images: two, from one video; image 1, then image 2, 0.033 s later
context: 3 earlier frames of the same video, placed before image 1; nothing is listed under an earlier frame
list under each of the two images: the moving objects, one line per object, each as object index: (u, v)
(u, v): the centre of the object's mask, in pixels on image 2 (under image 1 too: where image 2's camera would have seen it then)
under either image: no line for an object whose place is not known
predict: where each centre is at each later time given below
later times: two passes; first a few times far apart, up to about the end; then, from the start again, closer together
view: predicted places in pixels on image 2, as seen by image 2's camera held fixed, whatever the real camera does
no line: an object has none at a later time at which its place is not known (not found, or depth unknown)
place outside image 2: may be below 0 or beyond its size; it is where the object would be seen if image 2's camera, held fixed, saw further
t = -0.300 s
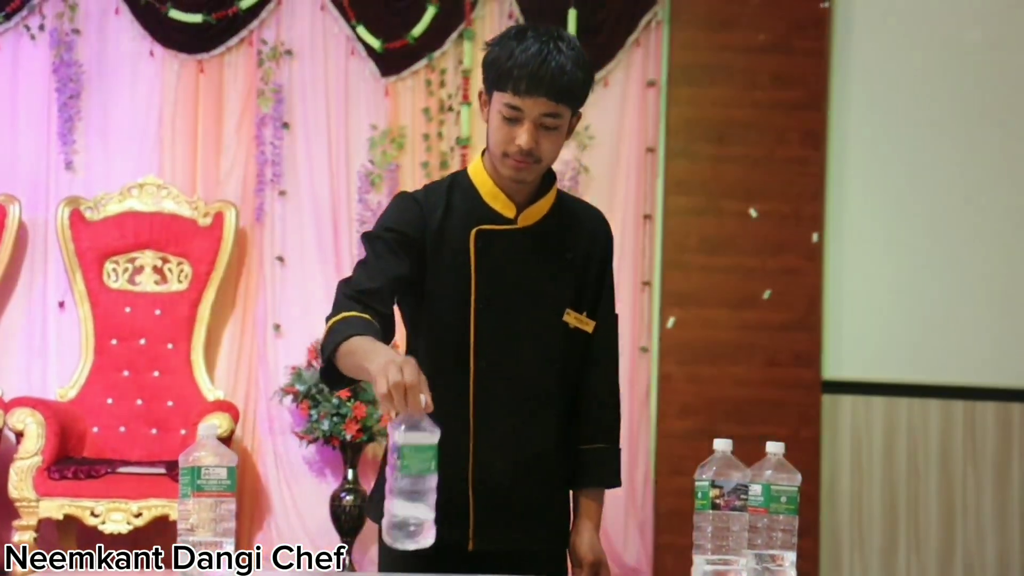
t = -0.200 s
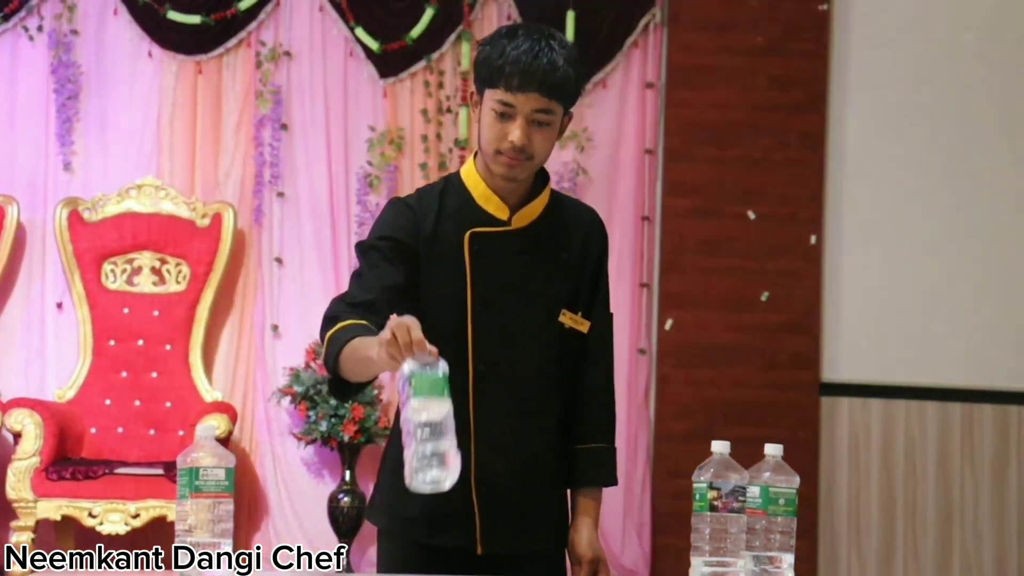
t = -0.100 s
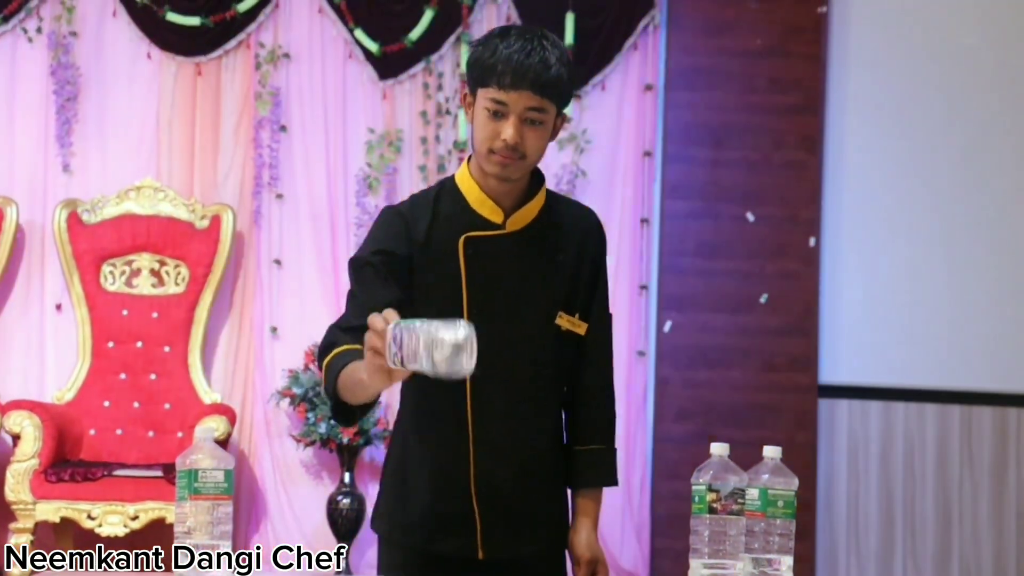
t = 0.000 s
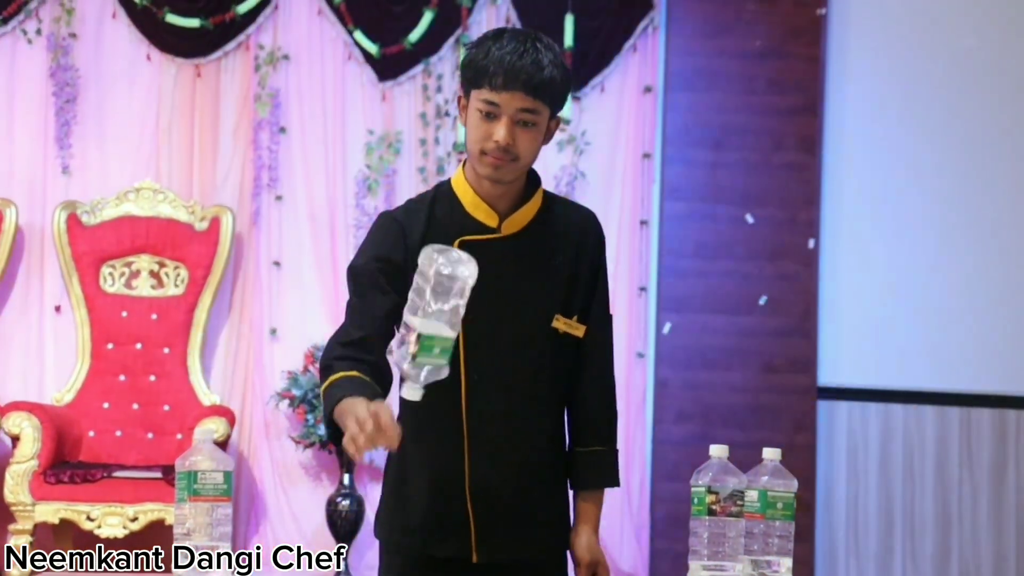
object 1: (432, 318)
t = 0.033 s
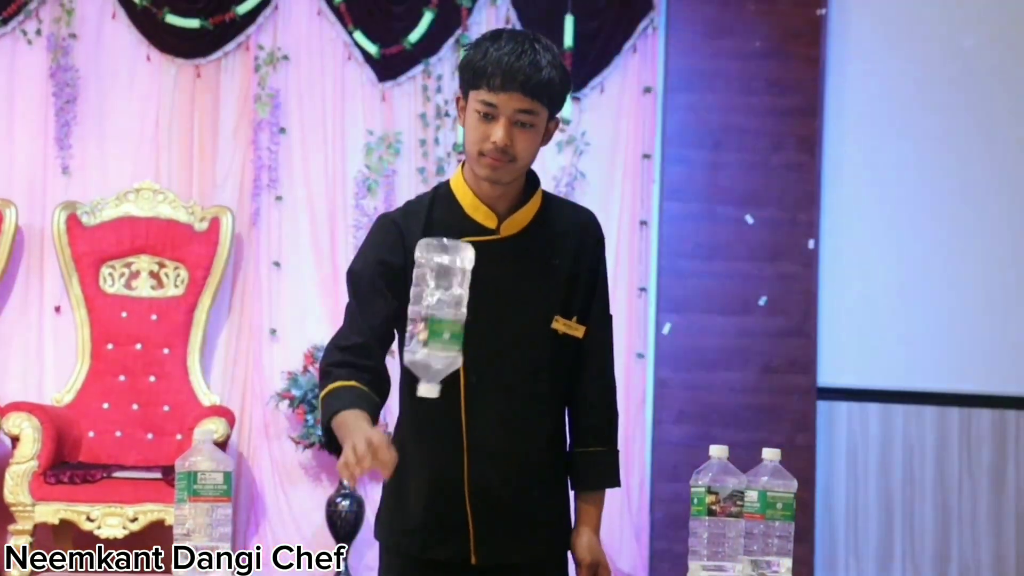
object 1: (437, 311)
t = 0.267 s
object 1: (441, 420)
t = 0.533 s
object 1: (418, 565)
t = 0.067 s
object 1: (442, 305)
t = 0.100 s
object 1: (445, 303)
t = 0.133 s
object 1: (447, 309)
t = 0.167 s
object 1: (447, 323)
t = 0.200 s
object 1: (446, 347)
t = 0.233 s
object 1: (445, 379)
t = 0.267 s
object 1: (441, 420)
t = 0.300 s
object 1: (438, 469)
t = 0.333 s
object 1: (437, 518)
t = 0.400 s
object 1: (425, 557)
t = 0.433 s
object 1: (420, 560)
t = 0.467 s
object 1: (420, 561)
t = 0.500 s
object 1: (419, 563)
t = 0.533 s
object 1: (418, 565)
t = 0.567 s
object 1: (418, 566)
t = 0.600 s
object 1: (419, 566)
